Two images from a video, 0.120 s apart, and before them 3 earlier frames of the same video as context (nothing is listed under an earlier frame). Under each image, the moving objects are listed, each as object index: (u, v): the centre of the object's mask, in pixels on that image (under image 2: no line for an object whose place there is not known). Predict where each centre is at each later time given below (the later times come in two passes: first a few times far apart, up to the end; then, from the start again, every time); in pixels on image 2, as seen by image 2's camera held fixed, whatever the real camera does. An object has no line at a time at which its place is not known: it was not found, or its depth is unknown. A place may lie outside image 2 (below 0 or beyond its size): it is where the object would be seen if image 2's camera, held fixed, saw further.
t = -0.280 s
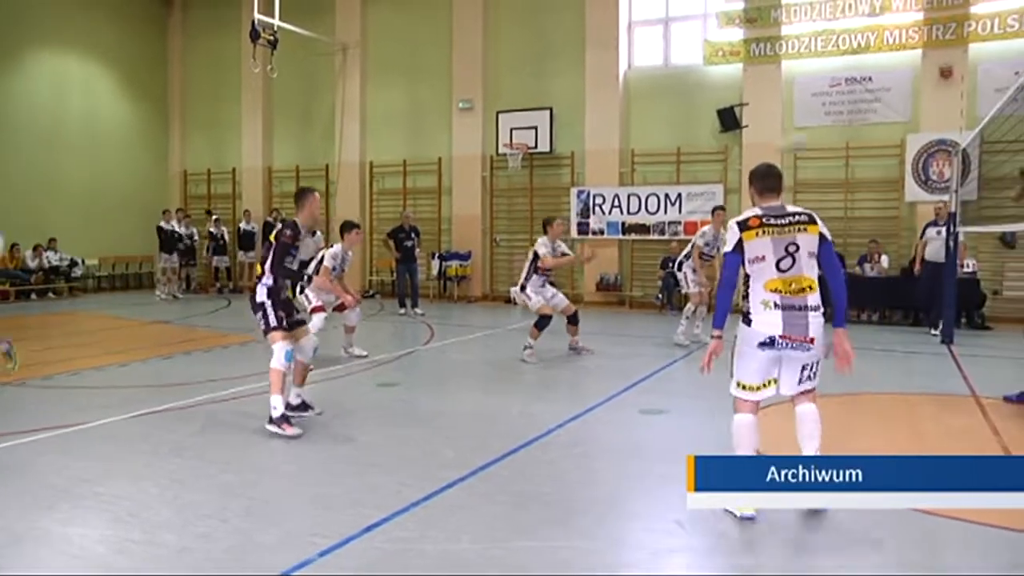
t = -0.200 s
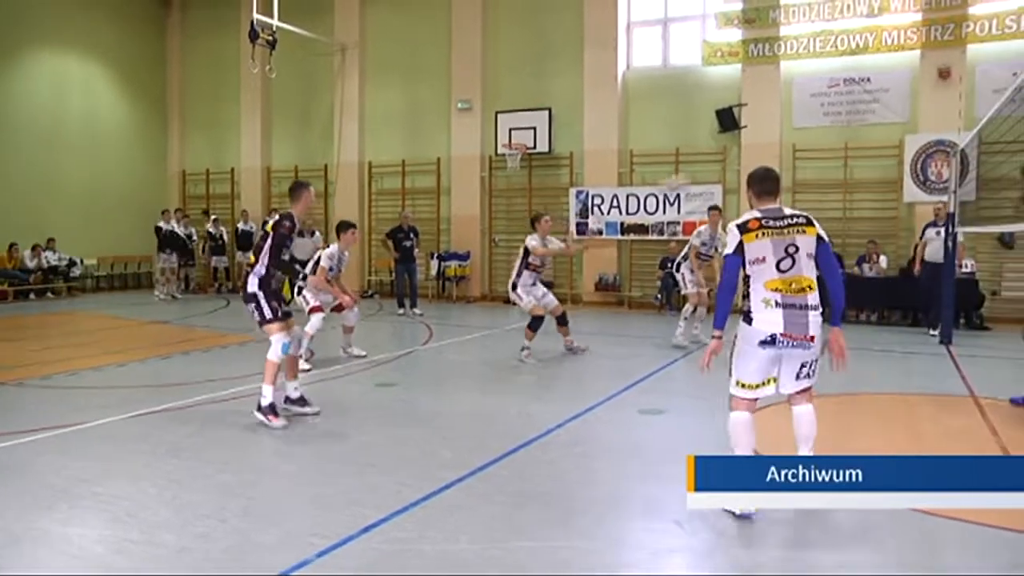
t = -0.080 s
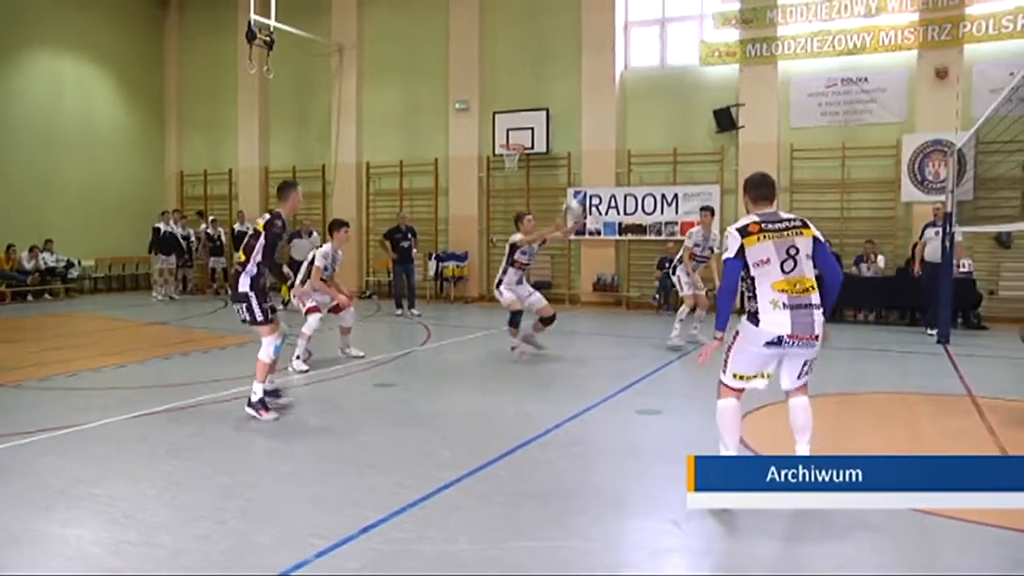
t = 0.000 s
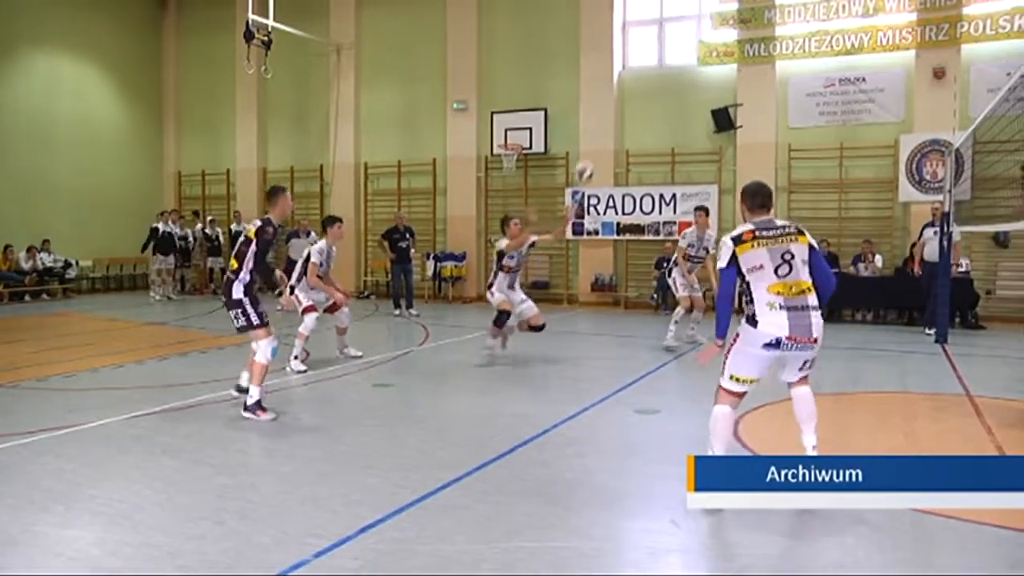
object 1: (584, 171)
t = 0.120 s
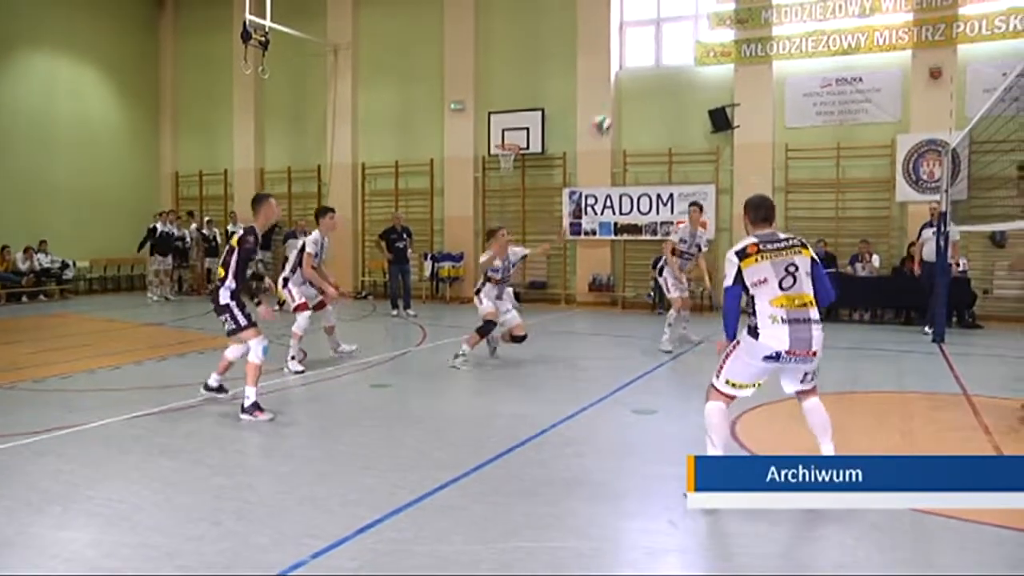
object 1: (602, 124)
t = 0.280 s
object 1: (631, 81)
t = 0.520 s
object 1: (682, 62)
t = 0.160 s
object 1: (609, 112)
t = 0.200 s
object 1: (614, 99)
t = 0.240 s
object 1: (622, 90)
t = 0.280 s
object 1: (631, 81)
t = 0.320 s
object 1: (639, 76)
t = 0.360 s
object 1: (647, 69)
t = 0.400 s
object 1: (656, 65)
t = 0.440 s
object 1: (665, 62)
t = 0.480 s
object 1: (672, 61)
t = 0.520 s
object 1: (682, 62)
